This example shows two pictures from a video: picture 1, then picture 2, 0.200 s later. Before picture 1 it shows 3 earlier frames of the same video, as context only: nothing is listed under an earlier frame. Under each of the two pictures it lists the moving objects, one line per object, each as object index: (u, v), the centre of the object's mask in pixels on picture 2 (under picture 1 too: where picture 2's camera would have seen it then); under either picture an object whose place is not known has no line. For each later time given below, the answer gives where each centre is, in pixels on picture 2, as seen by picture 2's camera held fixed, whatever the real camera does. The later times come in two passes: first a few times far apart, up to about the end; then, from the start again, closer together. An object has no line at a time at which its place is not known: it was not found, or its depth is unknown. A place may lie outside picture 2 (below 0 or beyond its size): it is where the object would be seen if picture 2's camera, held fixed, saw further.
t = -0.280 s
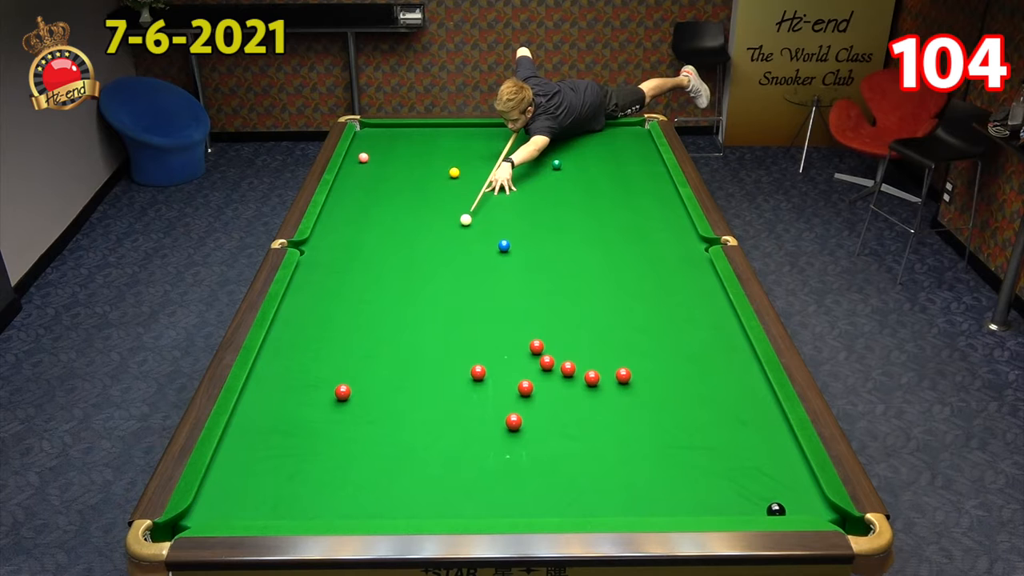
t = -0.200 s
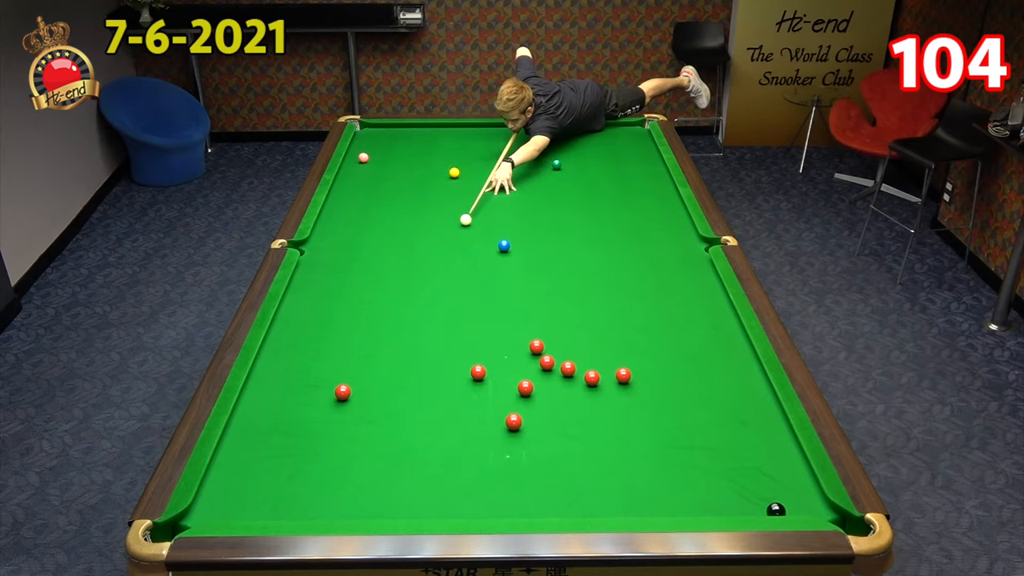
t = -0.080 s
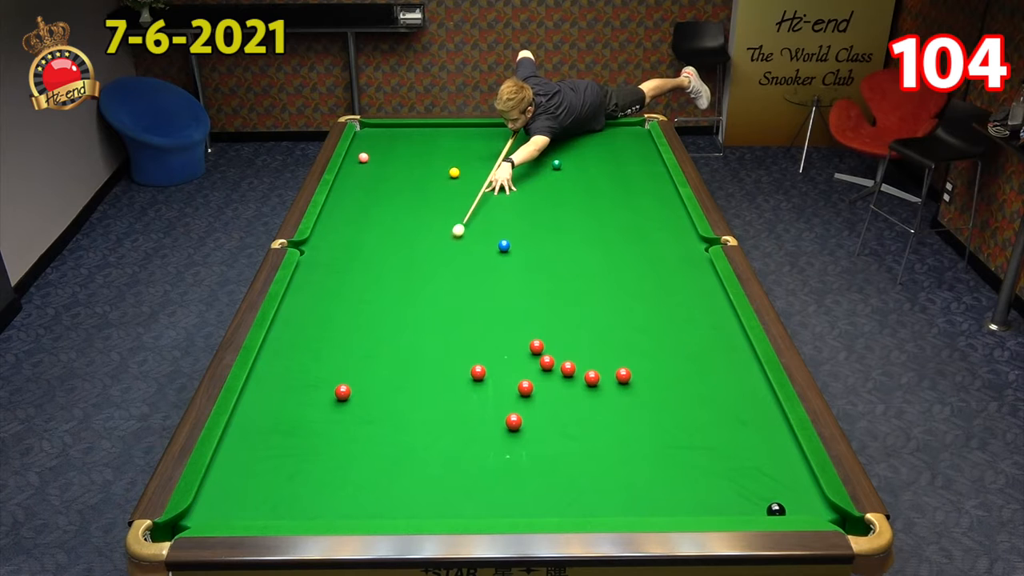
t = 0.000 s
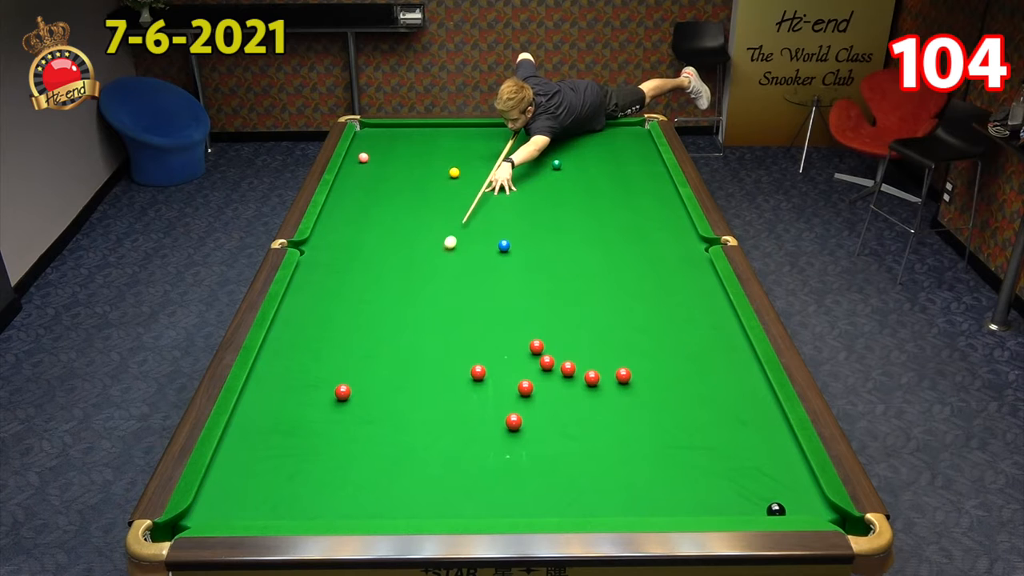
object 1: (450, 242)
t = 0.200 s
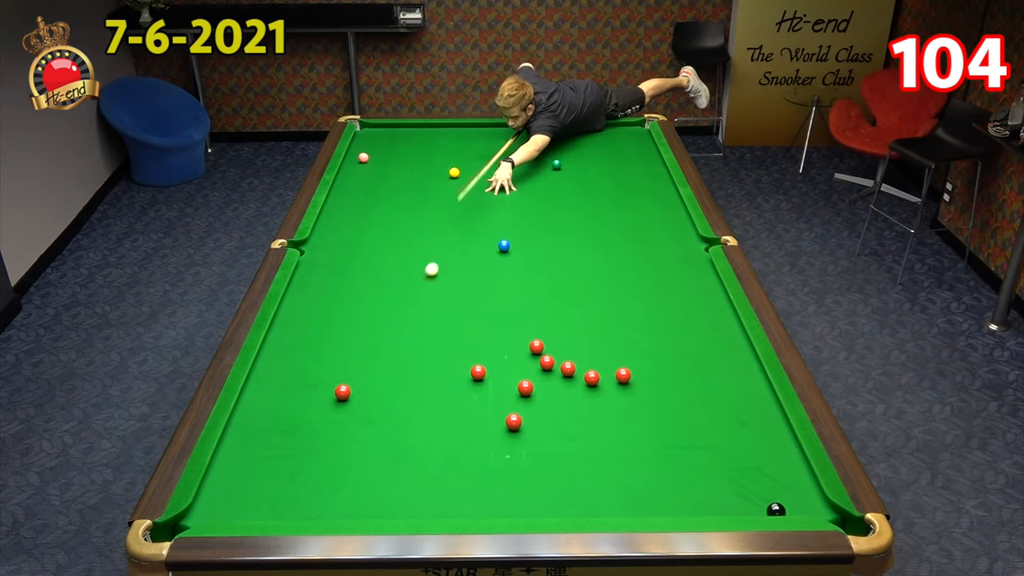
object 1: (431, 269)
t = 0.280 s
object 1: (424, 280)
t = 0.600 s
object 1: (391, 328)
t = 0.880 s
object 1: (357, 377)
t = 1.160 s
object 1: (361, 398)
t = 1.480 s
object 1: (368, 419)
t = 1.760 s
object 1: (375, 438)
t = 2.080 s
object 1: (383, 459)
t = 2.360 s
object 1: (390, 477)
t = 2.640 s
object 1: (396, 495)
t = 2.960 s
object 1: (404, 512)
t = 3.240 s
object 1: (410, 508)
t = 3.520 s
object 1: (415, 501)
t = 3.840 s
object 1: (420, 493)
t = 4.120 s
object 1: (423, 487)
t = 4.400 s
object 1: (425, 483)
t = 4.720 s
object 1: (428, 481)
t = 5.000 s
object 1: (430, 480)
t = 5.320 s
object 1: (430, 480)
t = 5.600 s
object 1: (430, 480)
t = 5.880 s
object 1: (430, 480)
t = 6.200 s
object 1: (430, 480)
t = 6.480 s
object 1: (430, 480)
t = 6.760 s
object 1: (430, 480)
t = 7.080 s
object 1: (430, 480)
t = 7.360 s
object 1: (430, 480)
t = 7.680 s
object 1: (430, 480)
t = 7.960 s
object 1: (430, 480)
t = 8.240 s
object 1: (430, 480)
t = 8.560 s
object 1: (430, 480)
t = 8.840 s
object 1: (430, 481)
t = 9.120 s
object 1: (430, 480)
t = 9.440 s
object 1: (430, 480)
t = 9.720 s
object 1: (430, 480)
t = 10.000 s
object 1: (430, 480)
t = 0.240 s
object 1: (428, 275)
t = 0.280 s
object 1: (424, 280)
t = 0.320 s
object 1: (420, 286)
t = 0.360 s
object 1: (416, 291)
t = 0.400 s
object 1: (412, 297)
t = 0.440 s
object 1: (408, 303)
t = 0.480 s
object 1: (404, 309)
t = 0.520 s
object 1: (400, 315)
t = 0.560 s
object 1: (396, 321)
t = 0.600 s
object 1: (391, 328)
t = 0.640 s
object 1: (387, 334)
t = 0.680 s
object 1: (382, 341)
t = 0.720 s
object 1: (378, 348)
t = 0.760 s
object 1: (373, 355)
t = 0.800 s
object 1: (368, 362)
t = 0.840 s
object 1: (363, 369)
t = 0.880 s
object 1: (357, 377)
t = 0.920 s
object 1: (353, 384)
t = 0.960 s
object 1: (355, 386)
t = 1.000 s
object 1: (357, 388)
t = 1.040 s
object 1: (358, 390)
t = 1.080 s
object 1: (359, 392)
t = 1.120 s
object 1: (360, 395)
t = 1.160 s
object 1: (361, 398)
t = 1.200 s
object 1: (362, 400)
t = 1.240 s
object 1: (363, 403)
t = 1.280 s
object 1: (364, 406)
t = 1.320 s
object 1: (365, 408)
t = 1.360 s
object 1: (366, 411)
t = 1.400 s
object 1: (367, 414)
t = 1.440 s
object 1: (368, 416)
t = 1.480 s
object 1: (368, 419)
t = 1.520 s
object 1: (369, 422)
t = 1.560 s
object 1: (370, 424)
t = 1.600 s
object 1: (371, 427)
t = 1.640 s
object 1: (372, 430)
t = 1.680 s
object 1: (373, 432)
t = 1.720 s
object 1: (374, 435)
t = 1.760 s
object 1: (375, 438)
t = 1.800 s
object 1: (376, 441)
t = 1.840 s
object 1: (377, 443)
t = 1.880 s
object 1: (378, 446)
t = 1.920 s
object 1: (379, 448)
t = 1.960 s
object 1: (380, 451)
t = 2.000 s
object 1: (381, 454)
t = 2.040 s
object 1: (382, 456)
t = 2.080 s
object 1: (383, 459)
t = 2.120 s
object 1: (384, 462)
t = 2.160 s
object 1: (385, 464)
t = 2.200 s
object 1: (386, 467)
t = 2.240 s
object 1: (387, 469)
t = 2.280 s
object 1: (388, 472)
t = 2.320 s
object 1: (389, 475)
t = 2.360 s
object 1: (390, 477)
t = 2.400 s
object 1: (391, 480)
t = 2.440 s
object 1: (392, 482)
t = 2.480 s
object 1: (393, 485)
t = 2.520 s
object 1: (393, 487)
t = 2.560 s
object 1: (395, 490)
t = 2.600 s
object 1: (396, 492)
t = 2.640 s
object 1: (396, 495)
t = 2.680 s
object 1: (397, 497)
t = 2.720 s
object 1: (398, 500)
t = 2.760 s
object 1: (399, 502)
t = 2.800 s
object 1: (400, 505)
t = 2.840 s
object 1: (401, 507)
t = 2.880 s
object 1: (402, 509)
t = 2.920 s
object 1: (403, 511)
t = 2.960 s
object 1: (404, 512)
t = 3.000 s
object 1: (405, 514)
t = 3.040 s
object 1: (405, 513)
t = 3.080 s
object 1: (406, 512)
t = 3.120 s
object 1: (407, 511)
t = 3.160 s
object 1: (408, 510)
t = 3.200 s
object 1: (409, 509)
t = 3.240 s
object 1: (410, 508)
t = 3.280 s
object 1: (411, 507)
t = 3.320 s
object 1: (412, 506)
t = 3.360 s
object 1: (412, 505)
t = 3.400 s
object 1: (413, 504)
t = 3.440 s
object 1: (414, 503)
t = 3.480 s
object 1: (415, 502)
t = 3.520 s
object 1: (415, 501)
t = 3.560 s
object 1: (416, 500)
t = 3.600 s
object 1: (417, 498)
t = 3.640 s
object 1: (417, 497)
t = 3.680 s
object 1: (418, 496)
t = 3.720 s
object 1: (418, 495)
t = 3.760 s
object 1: (419, 495)
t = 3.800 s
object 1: (420, 494)
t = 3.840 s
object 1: (420, 493)
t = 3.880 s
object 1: (420, 492)
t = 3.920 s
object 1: (421, 491)
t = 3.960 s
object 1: (421, 490)
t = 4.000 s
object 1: (422, 490)
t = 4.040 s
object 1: (422, 489)
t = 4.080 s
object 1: (422, 488)
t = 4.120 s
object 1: (423, 487)
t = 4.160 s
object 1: (423, 487)
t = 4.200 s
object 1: (423, 486)
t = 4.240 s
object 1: (424, 486)
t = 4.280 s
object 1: (424, 485)
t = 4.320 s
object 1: (424, 484)
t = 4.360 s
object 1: (425, 484)
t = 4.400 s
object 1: (425, 483)
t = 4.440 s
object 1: (426, 483)
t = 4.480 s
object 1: (426, 482)
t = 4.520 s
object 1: (426, 482)
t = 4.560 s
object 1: (427, 482)
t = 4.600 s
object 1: (427, 481)
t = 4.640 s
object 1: (427, 481)
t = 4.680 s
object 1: (428, 481)
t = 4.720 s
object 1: (428, 481)
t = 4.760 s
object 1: (428, 480)
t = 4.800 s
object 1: (429, 480)
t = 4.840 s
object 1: (429, 480)
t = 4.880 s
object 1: (429, 480)
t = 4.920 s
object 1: (429, 480)
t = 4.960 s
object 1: (430, 480)
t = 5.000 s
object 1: (430, 480)
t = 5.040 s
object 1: (430, 480)
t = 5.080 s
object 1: (430, 480)
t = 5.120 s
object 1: (430, 480)
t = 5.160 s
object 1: (430, 480)
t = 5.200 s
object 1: (430, 480)
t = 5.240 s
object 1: (430, 480)
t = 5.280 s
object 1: (430, 480)
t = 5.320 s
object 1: (430, 480)
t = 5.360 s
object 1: (430, 480)
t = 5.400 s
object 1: (430, 480)
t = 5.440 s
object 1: (430, 480)
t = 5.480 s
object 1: (430, 480)
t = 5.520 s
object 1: (430, 480)
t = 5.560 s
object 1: (430, 480)
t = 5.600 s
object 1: (430, 480)
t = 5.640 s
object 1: (430, 480)
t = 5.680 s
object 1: (430, 480)
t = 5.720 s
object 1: (430, 480)
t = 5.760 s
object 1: (430, 480)
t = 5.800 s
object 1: (430, 480)
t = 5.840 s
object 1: (430, 480)
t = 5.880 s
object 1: (430, 480)
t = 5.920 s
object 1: (430, 480)
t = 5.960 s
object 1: (430, 480)
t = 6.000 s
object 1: (430, 480)
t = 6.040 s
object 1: (430, 480)
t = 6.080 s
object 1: (430, 480)
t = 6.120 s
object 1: (430, 480)
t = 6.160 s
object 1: (430, 480)
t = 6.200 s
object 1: (430, 480)
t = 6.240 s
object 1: (430, 480)
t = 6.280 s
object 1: (430, 480)
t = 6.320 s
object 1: (430, 480)
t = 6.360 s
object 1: (430, 480)
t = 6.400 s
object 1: (430, 480)
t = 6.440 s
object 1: (430, 480)
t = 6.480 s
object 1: (430, 480)
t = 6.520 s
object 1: (430, 480)
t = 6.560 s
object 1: (430, 480)
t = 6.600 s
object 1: (430, 480)
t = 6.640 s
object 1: (430, 480)
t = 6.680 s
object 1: (430, 480)
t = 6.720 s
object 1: (430, 480)
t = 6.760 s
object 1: (430, 480)
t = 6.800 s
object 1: (430, 480)
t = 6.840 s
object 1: (430, 480)
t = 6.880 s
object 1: (430, 480)
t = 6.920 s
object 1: (430, 480)
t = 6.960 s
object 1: (430, 480)
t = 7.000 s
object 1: (430, 480)
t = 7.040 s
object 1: (430, 480)
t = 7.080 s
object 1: (430, 480)
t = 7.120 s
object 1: (430, 480)
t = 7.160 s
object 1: (430, 480)
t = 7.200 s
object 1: (430, 480)
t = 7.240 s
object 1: (430, 480)
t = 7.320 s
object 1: (430, 480)
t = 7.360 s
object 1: (430, 480)
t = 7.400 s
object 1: (430, 480)
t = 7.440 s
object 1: (430, 480)
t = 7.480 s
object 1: (430, 480)
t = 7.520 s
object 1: (430, 480)
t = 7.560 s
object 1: (430, 480)
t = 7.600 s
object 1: (430, 480)
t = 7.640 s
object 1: (430, 480)
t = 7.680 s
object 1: (430, 480)
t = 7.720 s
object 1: (430, 480)
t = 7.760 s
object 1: (430, 480)
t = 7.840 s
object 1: (430, 480)
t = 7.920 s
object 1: (430, 480)
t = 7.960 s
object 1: (430, 480)
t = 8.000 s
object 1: (430, 480)
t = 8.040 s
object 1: (430, 480)
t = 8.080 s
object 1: (430, 480)
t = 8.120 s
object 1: (430, 480)
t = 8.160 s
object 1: (430, 480)
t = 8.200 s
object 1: (430, 480)
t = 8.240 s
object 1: (430, 480)
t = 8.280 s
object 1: (430, 480)
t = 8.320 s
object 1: (430, 480)
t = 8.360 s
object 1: (430, 480)
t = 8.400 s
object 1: (430, 480)
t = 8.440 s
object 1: (430, 480)
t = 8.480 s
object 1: (430, 480)
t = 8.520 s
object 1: (430, 480)
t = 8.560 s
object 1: (430, 480)
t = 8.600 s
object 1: (430, 480)
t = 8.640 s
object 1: (430, 481)
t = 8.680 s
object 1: (430, 480)
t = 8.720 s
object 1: (430, 480)
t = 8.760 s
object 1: (430, 480)
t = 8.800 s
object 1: (430, 480)
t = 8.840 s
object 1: (430, 481)
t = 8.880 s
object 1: (430, 480)
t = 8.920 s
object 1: (430, 480)
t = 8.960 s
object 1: (430, 480)
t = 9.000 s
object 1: (430, 480)
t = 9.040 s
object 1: (430, 480)
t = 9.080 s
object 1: (430, 480)
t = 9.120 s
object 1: (430, 480)
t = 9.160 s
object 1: (430, 480)
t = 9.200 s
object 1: (430, 480)
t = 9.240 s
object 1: (430, 480)
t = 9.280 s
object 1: (430, 480)
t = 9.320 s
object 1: (430, 480)
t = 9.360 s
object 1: (430, 480)
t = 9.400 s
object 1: (430, 480)
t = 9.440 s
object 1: (430, 480)
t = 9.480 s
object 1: (430, 480)
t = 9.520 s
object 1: (430, 480)
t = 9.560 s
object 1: (430, 480)
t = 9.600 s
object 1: (430, 480)
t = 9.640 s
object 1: (430, 480)
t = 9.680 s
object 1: (430, 480)
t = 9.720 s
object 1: (430, 480)
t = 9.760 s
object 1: (430, 480)
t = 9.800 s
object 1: (430, 480)
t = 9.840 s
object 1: (430, 480)
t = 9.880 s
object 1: (430, 480)
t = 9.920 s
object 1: (430, 480)
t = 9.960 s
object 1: (430, 480)
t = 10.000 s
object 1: (430, 480)
